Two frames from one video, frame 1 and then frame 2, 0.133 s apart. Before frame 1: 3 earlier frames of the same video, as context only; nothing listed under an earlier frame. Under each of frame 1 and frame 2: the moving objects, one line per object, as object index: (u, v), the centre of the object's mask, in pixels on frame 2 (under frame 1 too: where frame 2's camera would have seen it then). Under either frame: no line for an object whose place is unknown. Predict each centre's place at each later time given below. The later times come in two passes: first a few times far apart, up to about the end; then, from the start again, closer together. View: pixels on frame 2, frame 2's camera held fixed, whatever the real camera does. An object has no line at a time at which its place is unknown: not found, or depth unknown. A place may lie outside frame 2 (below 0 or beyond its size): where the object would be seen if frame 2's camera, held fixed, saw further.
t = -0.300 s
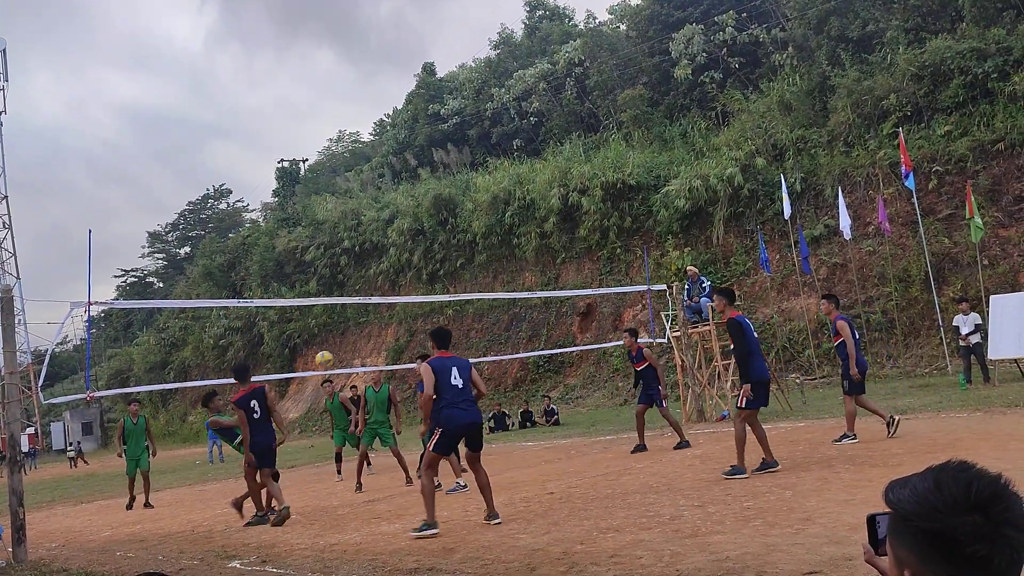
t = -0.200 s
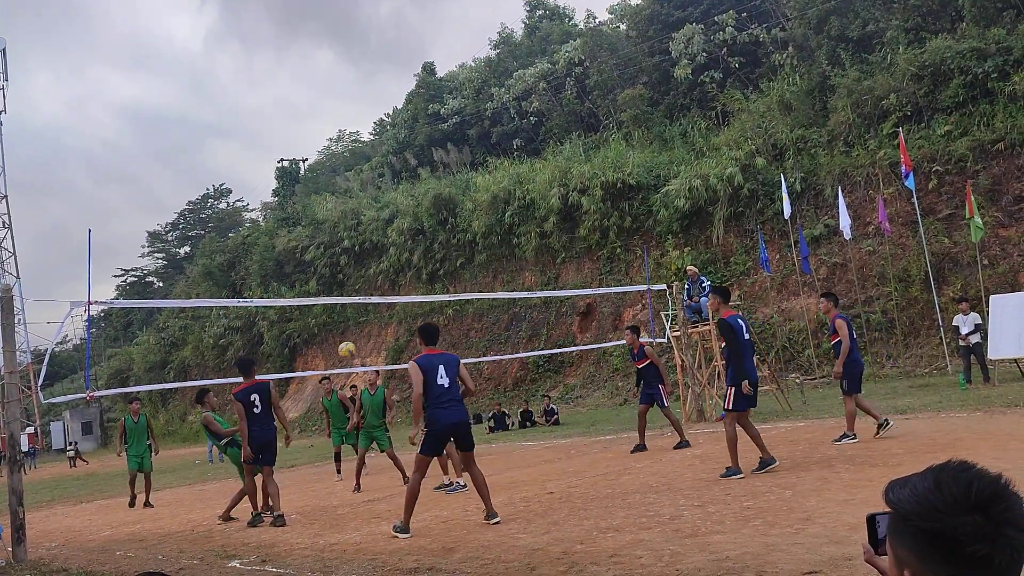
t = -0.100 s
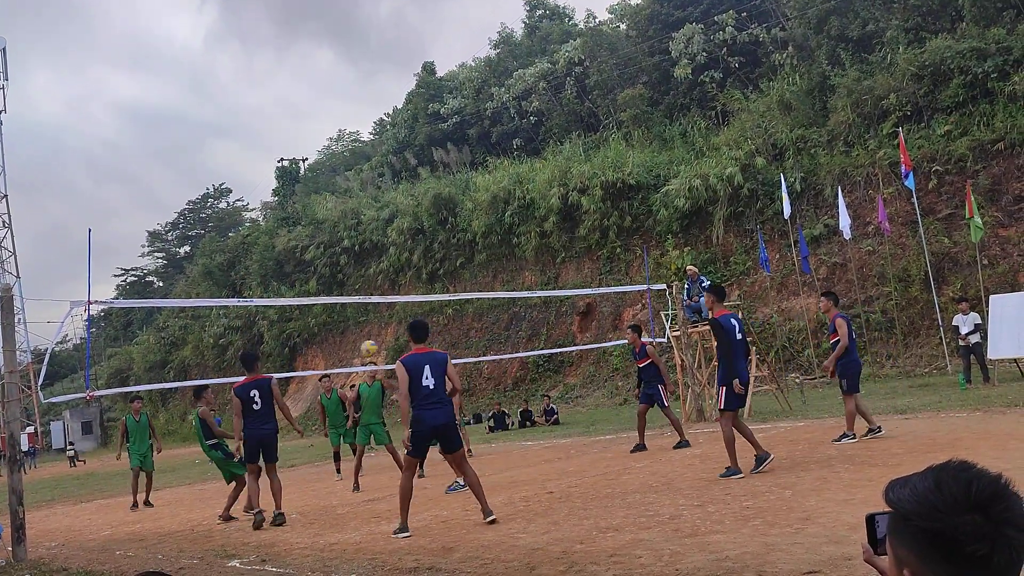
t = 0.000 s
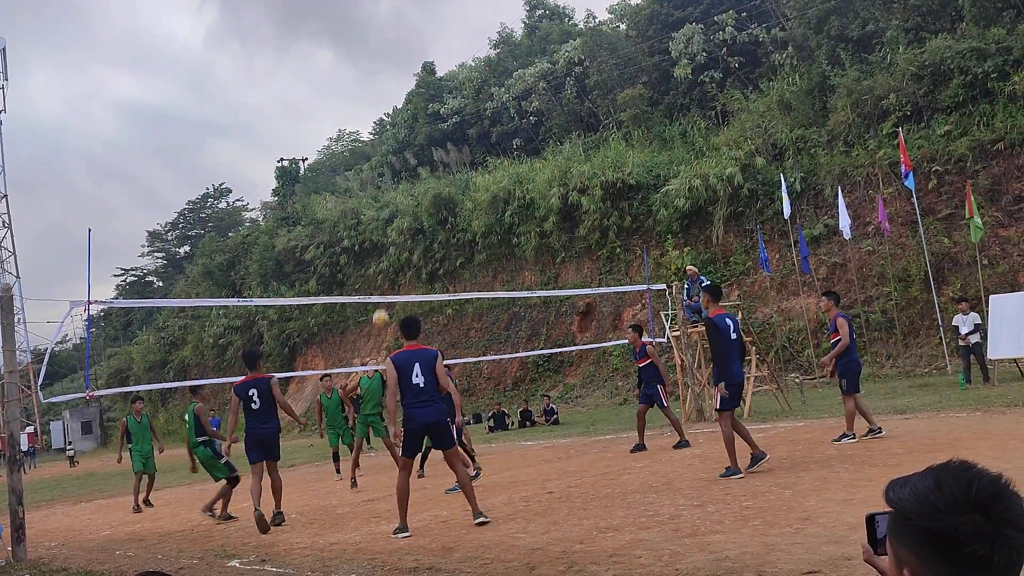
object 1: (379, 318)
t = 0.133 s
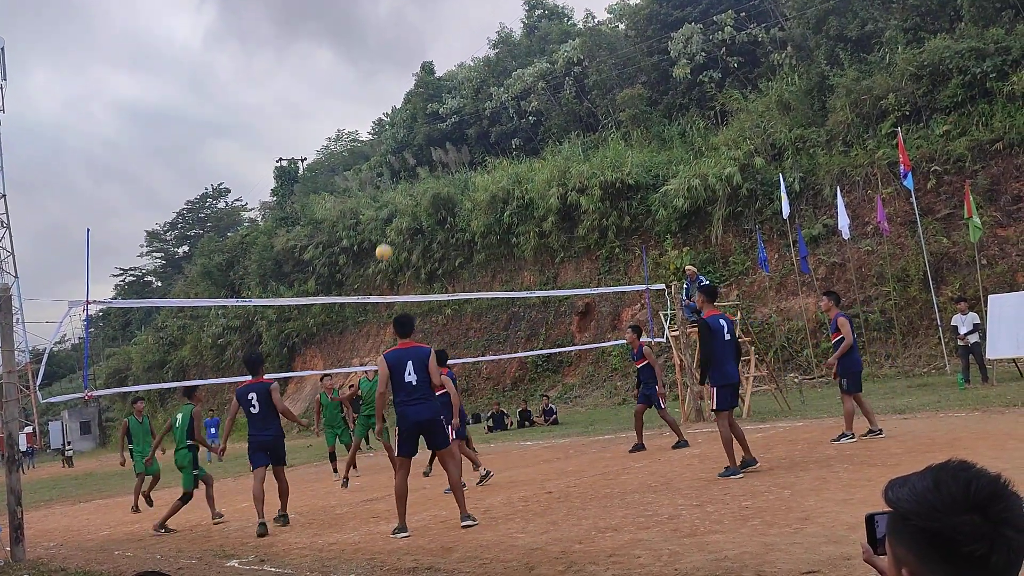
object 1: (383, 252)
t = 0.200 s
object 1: (385, 226)
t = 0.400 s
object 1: (394, 168)
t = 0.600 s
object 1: (406, 139)
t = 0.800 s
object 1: (421, 137)
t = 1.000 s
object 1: (438, 160)
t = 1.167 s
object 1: (454, 197)
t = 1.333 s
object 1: (471, 248)
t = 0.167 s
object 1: (384, 239)
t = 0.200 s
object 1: (385, 226)
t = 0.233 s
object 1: (386, 213)
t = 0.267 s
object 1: (388, 202)
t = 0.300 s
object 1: (390, 192)
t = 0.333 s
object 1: (391, 183)
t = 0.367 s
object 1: (393, 175)
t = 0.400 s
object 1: (394, 168)
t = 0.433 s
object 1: (396, 161)
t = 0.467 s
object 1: (398, 154)
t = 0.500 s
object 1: (400, 149)
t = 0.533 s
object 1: (402, 145)
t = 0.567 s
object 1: (404, 142)
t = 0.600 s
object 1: (406, 139)
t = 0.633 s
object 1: (409, 137)
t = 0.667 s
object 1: (411, 136)
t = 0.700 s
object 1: (414, 135)
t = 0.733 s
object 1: (416, 135)
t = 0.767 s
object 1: (418, 136)
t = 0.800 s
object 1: (421, 137)
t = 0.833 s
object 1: (424, 139)
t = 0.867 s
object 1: (426, 142)
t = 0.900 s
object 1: (429, 146)
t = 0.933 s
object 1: (432, 150)
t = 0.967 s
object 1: (435, 155)
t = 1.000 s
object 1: (438, 160)
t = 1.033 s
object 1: (441, 166)
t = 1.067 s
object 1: (444, 172)
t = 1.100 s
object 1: (447, 179)
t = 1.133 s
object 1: (450, 188)
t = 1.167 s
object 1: (454, 197)
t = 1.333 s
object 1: (471, 248)
